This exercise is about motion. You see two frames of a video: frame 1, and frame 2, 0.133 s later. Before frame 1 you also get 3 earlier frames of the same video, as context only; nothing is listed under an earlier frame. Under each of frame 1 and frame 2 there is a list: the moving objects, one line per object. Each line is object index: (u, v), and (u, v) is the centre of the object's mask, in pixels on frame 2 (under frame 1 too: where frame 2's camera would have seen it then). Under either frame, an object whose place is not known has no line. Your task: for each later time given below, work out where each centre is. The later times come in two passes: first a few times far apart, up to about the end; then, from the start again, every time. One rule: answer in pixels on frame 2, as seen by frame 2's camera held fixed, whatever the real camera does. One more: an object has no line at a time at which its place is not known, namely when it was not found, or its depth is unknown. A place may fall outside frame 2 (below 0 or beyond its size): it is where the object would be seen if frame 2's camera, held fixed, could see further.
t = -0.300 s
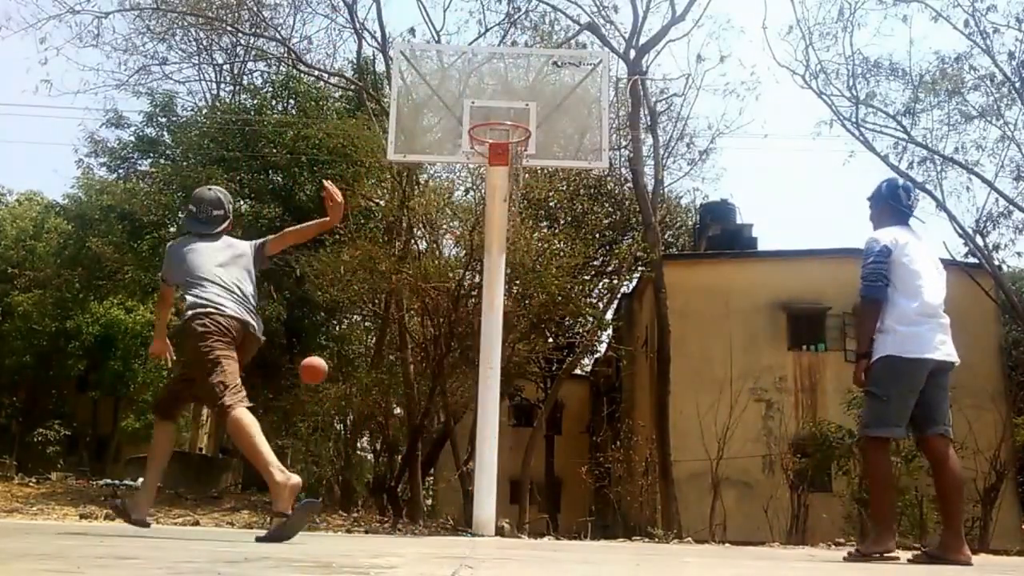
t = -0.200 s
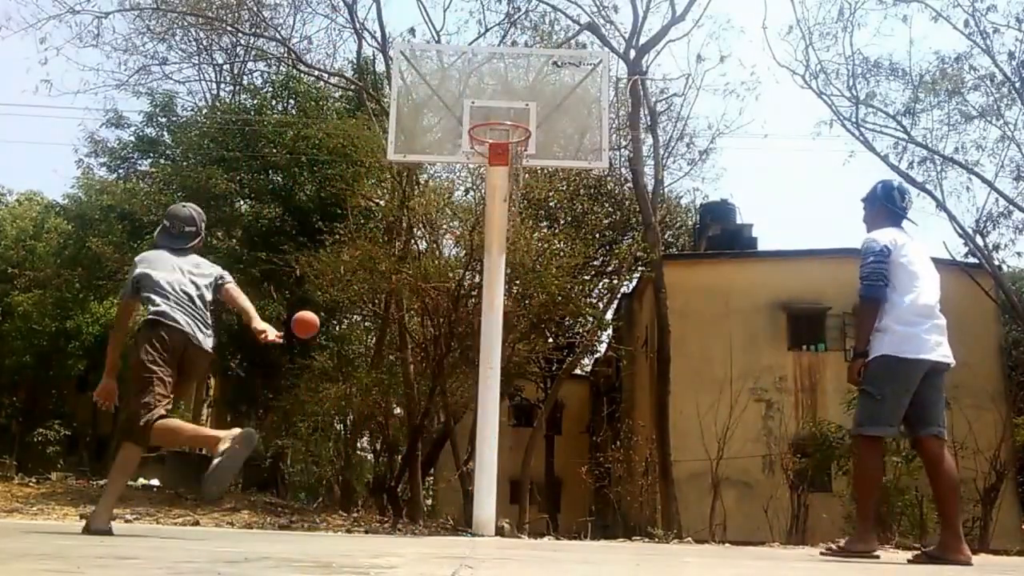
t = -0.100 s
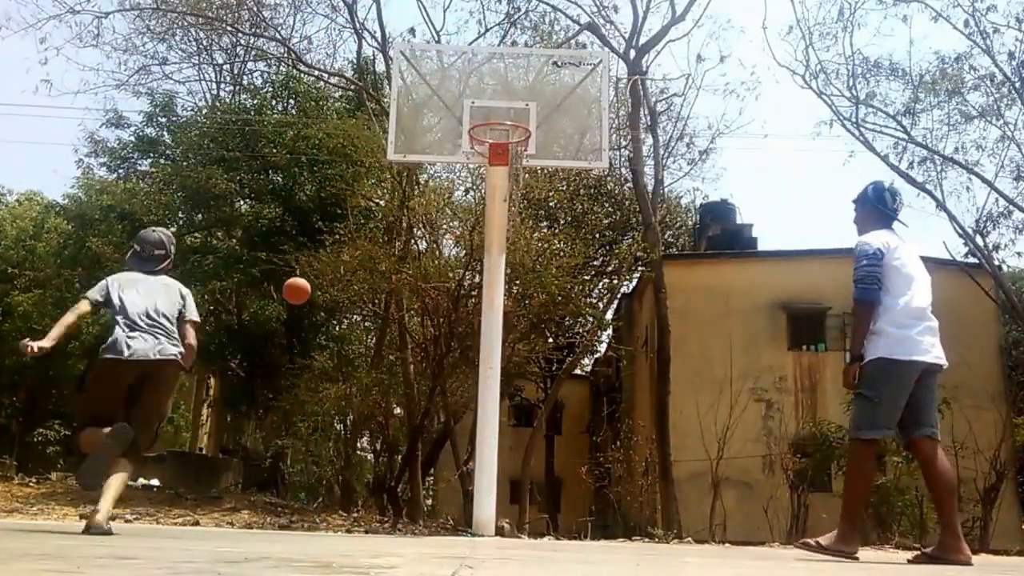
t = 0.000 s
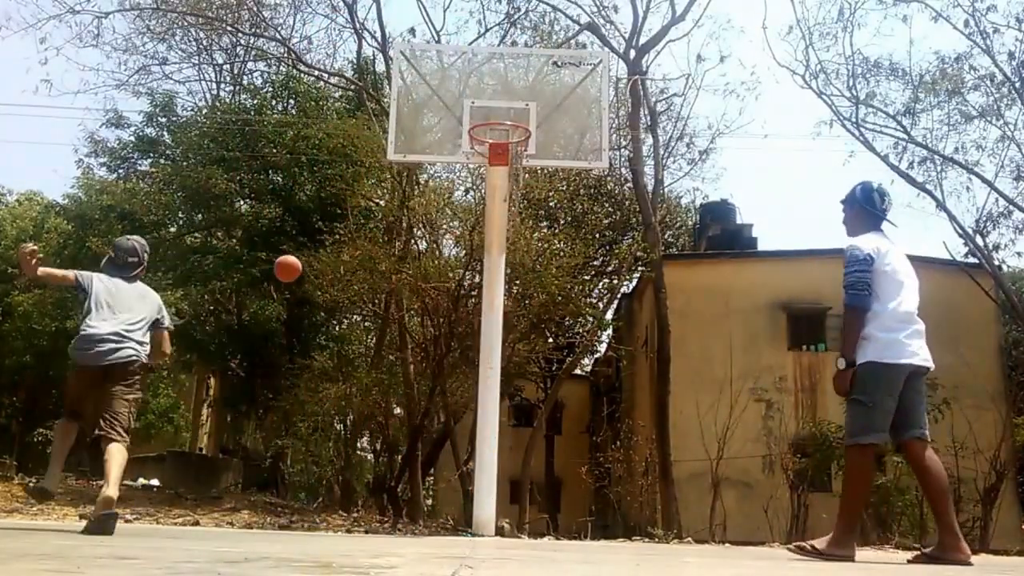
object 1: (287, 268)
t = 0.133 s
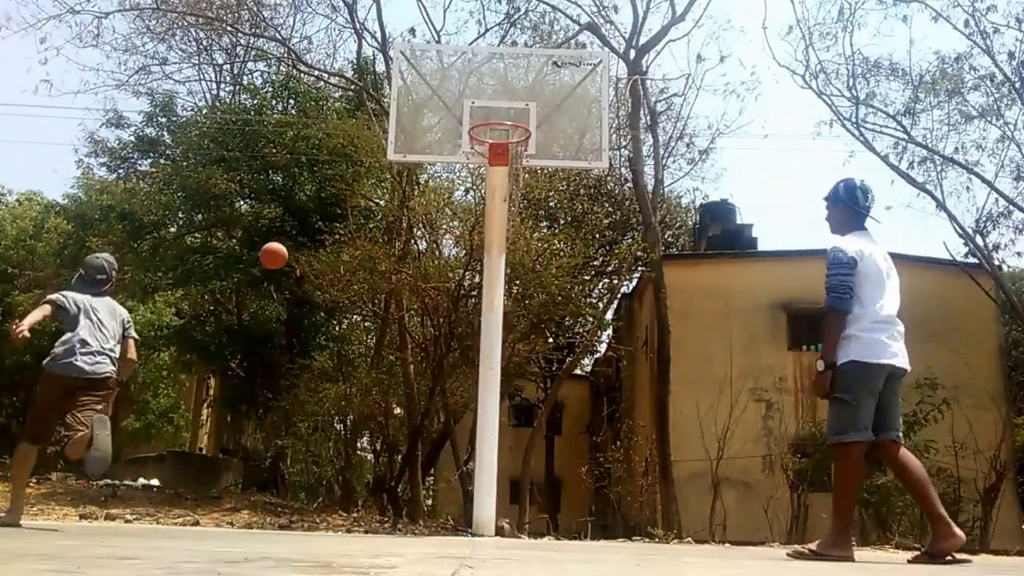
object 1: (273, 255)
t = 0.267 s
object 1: (258, 260)
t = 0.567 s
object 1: (218, 340)
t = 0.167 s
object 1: (270, 255)
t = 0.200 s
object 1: (266, 255)
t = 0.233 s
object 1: (262, 257)
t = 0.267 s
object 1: (258, 260)
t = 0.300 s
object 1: (255, 264)
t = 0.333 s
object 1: (250, 270)
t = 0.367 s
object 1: (246, 276)
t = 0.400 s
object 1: (242, 284)
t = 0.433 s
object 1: (238, 292)
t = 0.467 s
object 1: (233, 302)
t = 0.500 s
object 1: (228, 314)
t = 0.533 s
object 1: (222, 326)
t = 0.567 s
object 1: (218, 340)
